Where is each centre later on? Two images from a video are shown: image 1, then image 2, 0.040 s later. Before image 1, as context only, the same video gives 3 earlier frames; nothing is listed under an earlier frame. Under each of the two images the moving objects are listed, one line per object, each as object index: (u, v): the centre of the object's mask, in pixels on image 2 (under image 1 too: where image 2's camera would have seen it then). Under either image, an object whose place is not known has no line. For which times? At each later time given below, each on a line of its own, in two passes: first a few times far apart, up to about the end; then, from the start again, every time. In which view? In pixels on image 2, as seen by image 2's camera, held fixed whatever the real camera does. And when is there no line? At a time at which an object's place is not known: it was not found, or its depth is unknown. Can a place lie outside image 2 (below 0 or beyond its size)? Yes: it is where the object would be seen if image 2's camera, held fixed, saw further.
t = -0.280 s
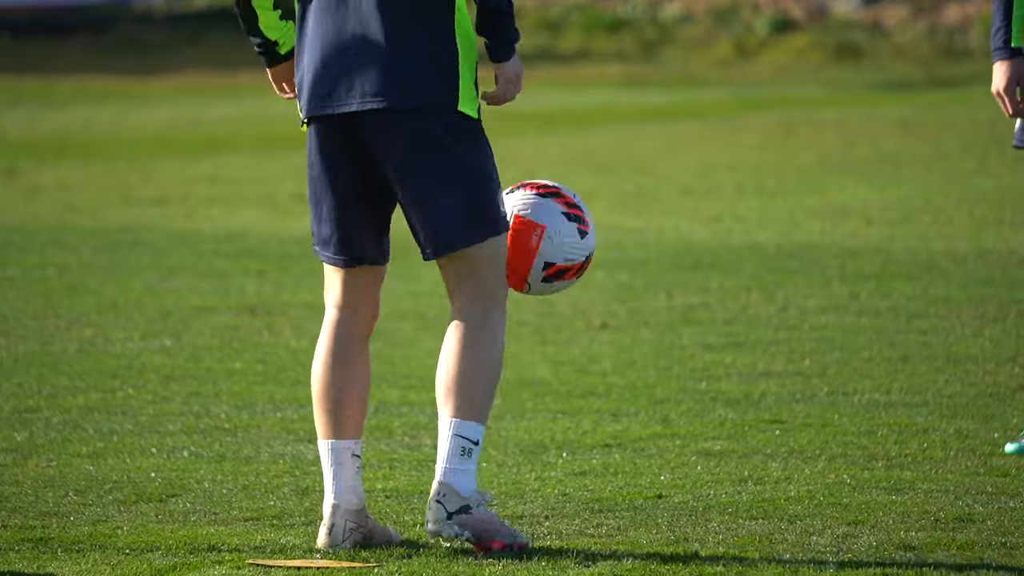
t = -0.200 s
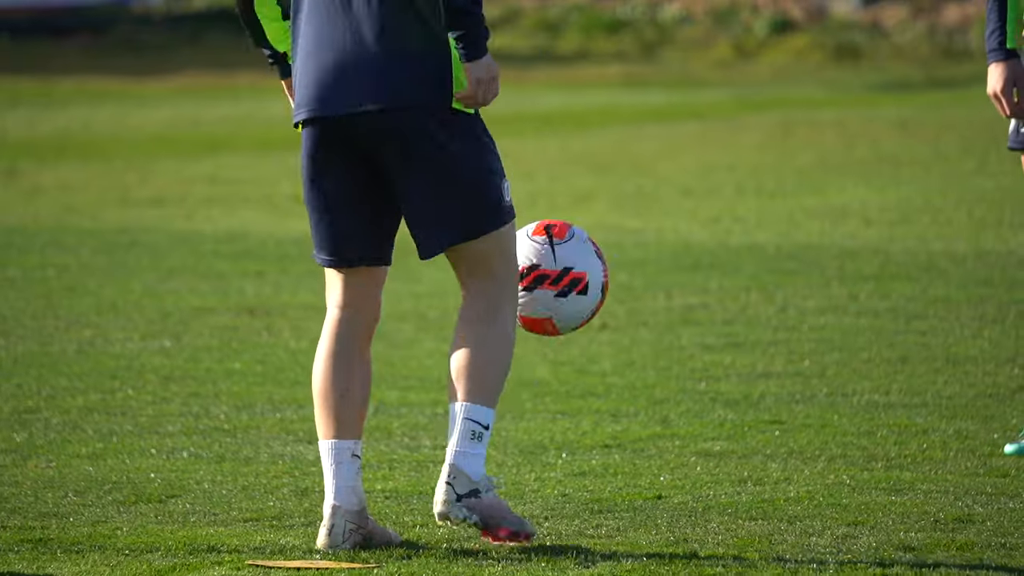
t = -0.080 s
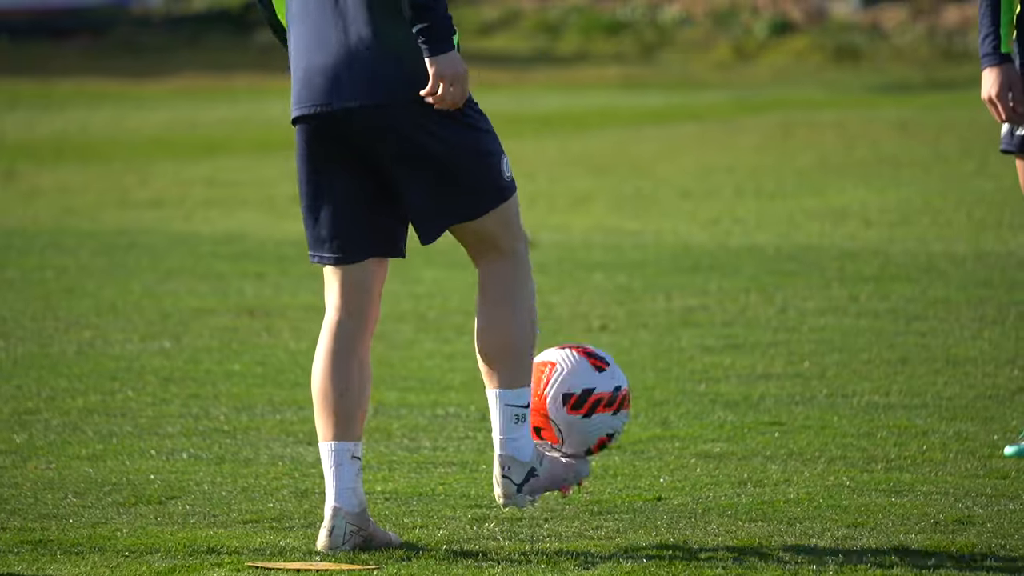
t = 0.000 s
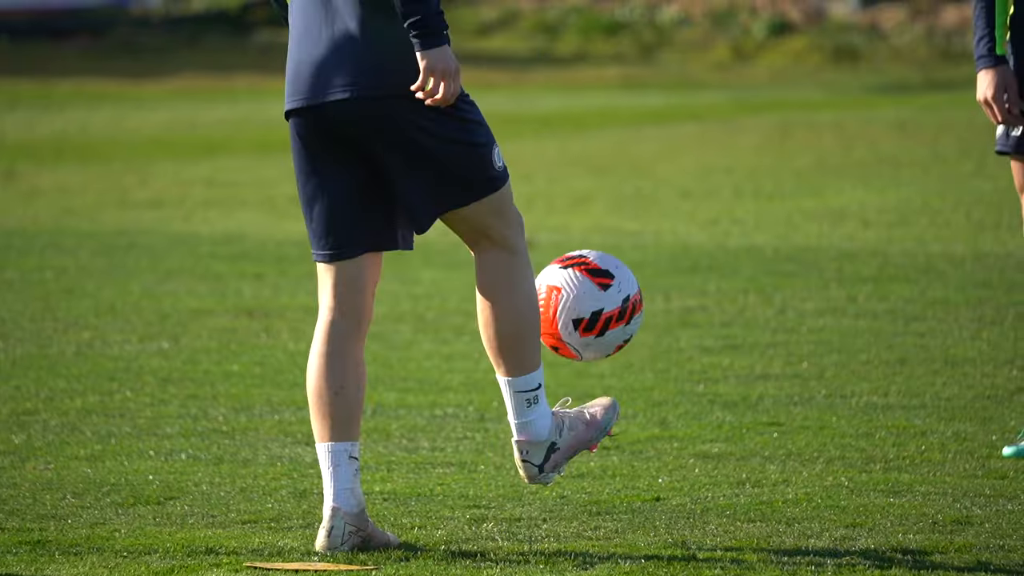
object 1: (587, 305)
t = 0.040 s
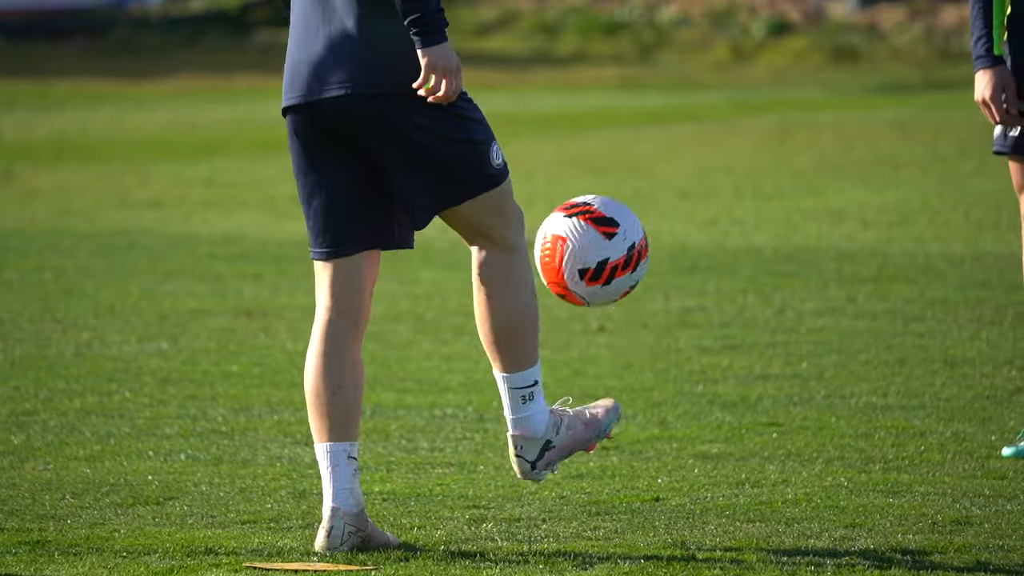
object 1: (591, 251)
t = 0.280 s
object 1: (630, 84)
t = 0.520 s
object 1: (670, 203)
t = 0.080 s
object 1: (598, 204)
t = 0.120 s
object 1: (604, 164)
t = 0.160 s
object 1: (611, 132)
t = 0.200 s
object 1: (617, 108)
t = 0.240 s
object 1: (624, 92)
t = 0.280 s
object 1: (630, 84)
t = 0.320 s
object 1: (637, 83)
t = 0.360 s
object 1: (644, 91)
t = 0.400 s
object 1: (650, 107)
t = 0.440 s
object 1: (657, 131)
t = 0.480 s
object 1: (663, 163)
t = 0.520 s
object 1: (670, 203)
